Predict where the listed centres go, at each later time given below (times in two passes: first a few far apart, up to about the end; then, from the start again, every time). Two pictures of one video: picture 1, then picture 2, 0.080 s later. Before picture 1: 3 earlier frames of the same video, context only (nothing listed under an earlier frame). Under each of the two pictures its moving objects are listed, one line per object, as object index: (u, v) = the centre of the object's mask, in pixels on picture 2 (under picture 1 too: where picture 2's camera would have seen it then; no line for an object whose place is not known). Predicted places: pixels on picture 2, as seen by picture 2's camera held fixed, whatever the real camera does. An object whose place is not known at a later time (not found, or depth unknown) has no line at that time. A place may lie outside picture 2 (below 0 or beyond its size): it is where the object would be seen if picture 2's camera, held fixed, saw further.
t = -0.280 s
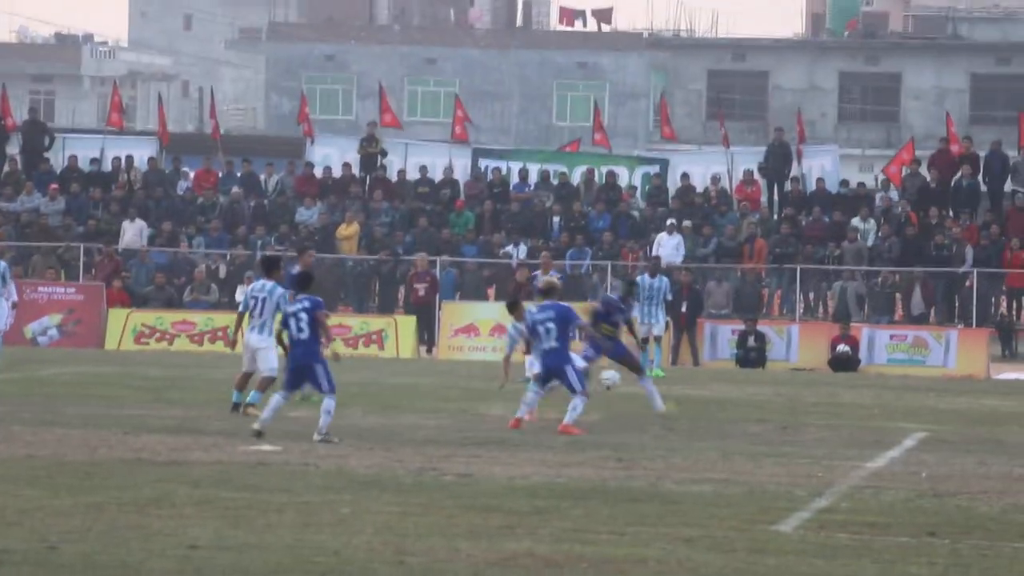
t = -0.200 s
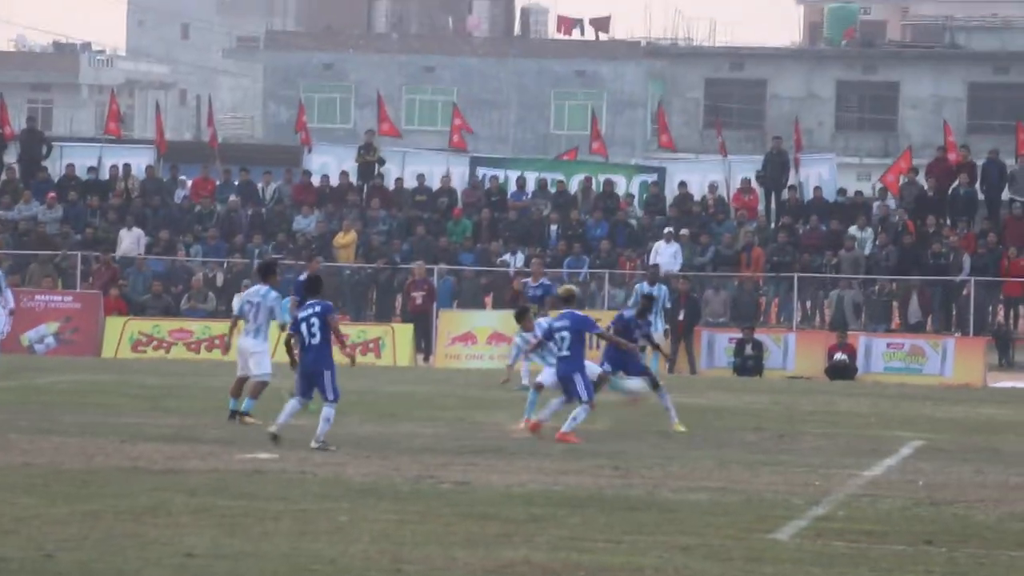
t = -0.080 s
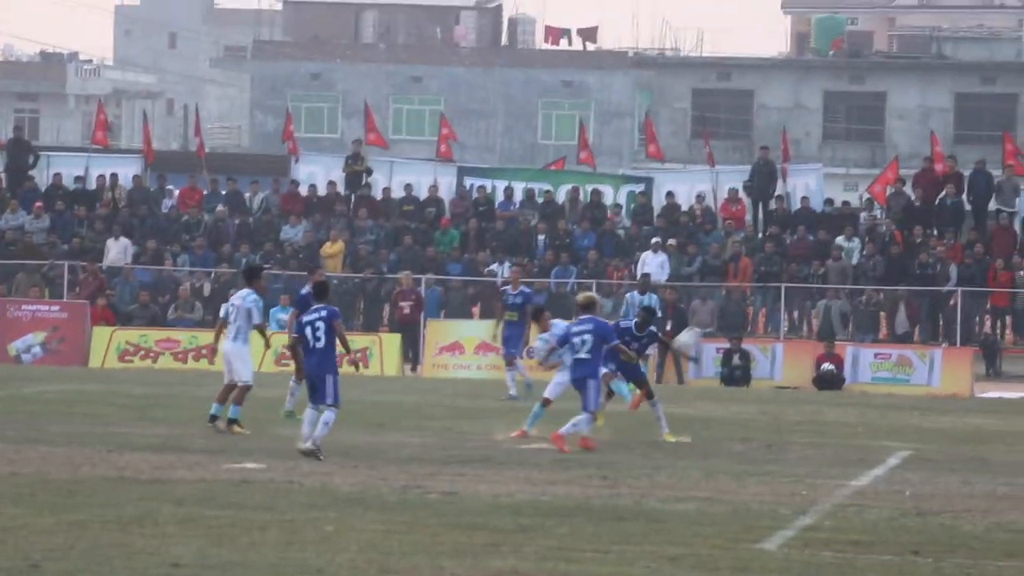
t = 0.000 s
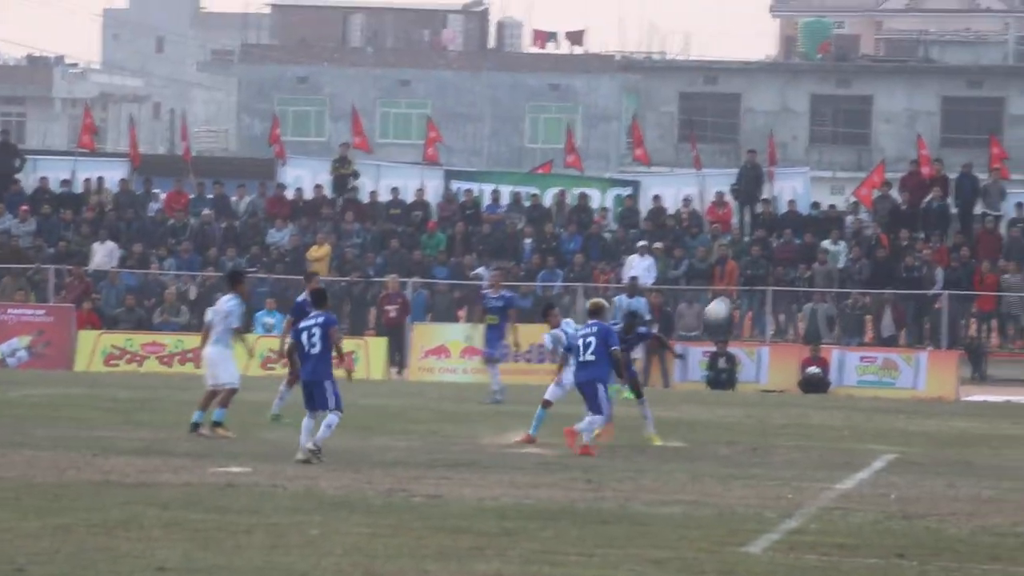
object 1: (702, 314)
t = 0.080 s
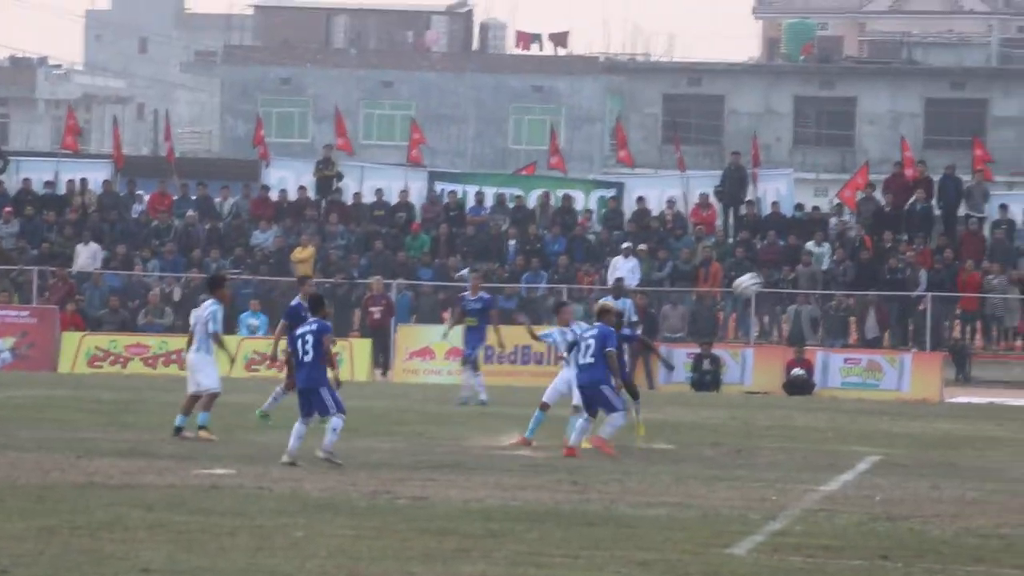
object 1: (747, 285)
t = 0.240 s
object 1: (845, 246)
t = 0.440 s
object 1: (972, 234)
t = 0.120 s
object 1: (771, 274)
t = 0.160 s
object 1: (796, 264)
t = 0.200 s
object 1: (820, 253)
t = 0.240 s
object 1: (845, 246)
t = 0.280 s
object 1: (868, 242)
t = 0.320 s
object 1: (894, 238)
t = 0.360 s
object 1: (920, 235)
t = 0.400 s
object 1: (946, 233)
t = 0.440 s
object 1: (972, 234)
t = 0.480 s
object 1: (998, 235)
